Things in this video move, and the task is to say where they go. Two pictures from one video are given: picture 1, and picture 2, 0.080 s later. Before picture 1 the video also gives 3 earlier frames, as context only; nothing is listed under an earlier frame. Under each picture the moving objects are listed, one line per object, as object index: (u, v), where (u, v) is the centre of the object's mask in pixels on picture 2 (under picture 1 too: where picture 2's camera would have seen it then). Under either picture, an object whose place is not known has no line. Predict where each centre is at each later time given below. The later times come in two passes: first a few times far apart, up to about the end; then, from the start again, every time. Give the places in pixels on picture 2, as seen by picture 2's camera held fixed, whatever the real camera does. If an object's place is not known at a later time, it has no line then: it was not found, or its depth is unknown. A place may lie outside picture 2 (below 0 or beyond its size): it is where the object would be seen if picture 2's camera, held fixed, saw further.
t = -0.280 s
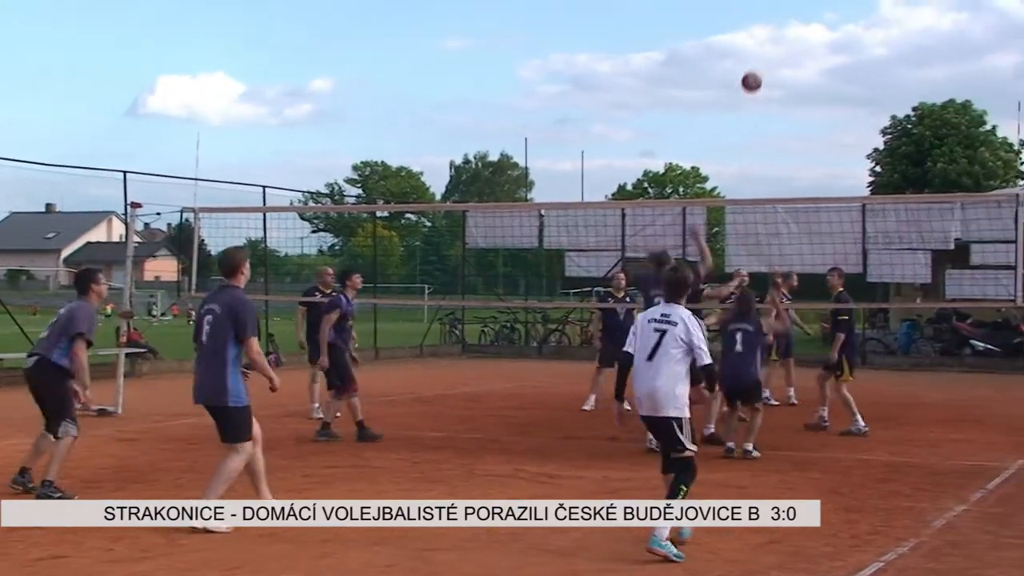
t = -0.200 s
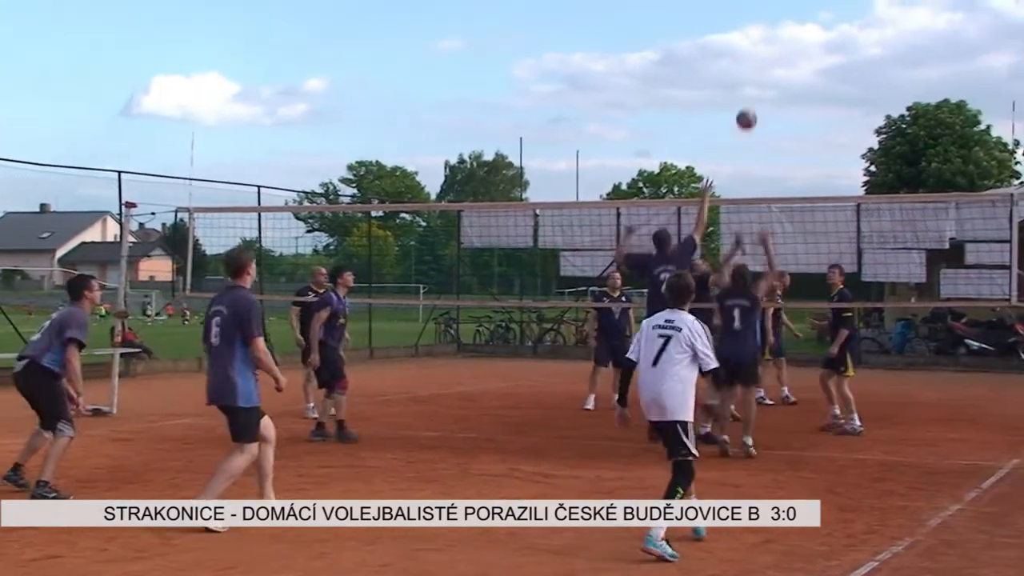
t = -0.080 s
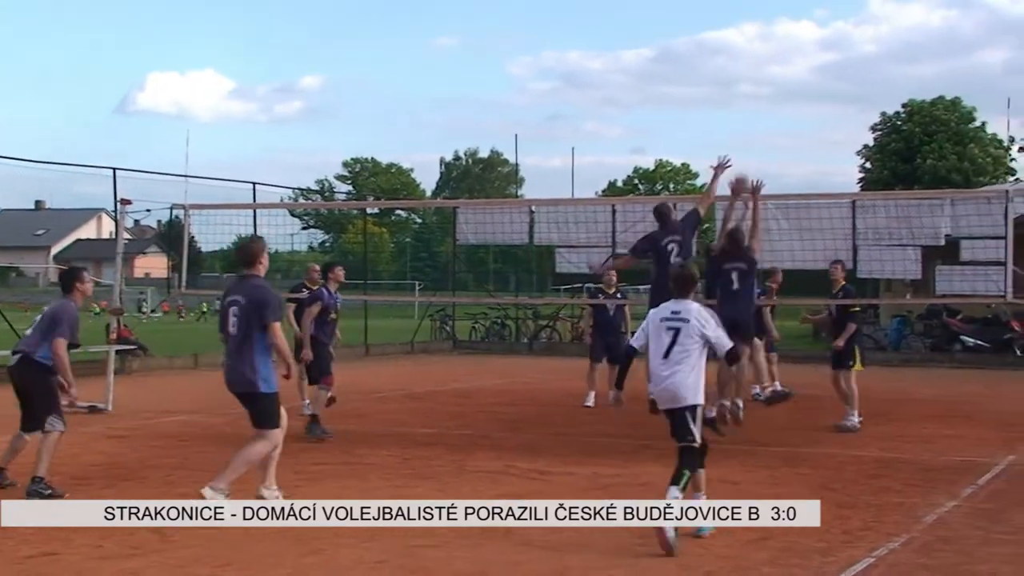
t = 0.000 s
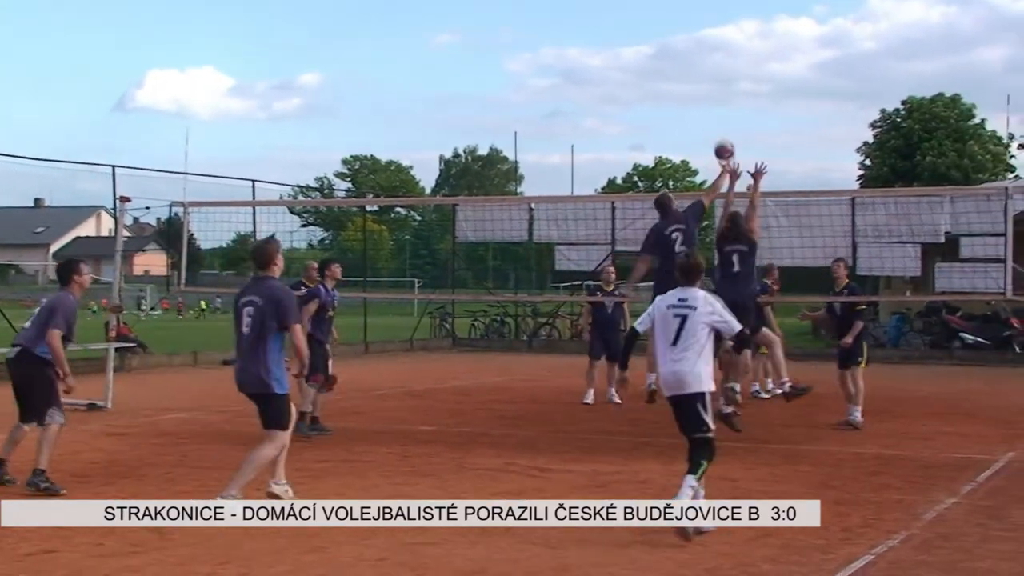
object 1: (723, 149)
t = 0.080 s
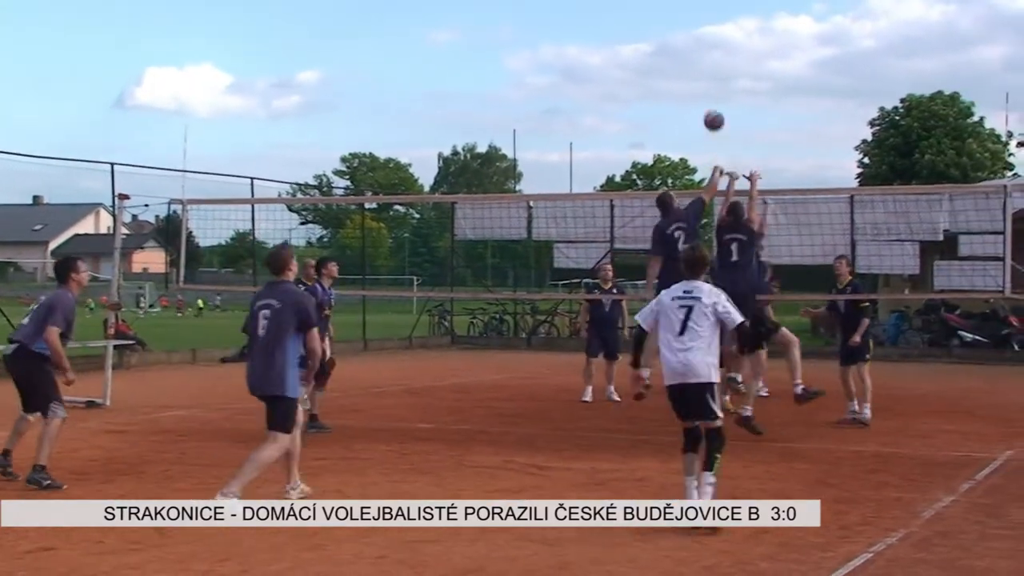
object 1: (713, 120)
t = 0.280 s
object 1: (690, 79)
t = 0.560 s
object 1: (657, 84)
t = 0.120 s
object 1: (709, 109)
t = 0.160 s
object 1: (703, 99)
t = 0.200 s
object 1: (700, 91)
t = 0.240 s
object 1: (695, 84)
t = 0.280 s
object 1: (690, 79)
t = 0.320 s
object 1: (686, 75)
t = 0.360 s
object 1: (681, 73)
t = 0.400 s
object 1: (676, 72)
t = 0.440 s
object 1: (672, 73)
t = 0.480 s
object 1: (667, 75)
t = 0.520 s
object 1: (662, 79)
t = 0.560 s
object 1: (657, 84)
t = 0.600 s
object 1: (654, 90)
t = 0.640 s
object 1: (649, 97)
